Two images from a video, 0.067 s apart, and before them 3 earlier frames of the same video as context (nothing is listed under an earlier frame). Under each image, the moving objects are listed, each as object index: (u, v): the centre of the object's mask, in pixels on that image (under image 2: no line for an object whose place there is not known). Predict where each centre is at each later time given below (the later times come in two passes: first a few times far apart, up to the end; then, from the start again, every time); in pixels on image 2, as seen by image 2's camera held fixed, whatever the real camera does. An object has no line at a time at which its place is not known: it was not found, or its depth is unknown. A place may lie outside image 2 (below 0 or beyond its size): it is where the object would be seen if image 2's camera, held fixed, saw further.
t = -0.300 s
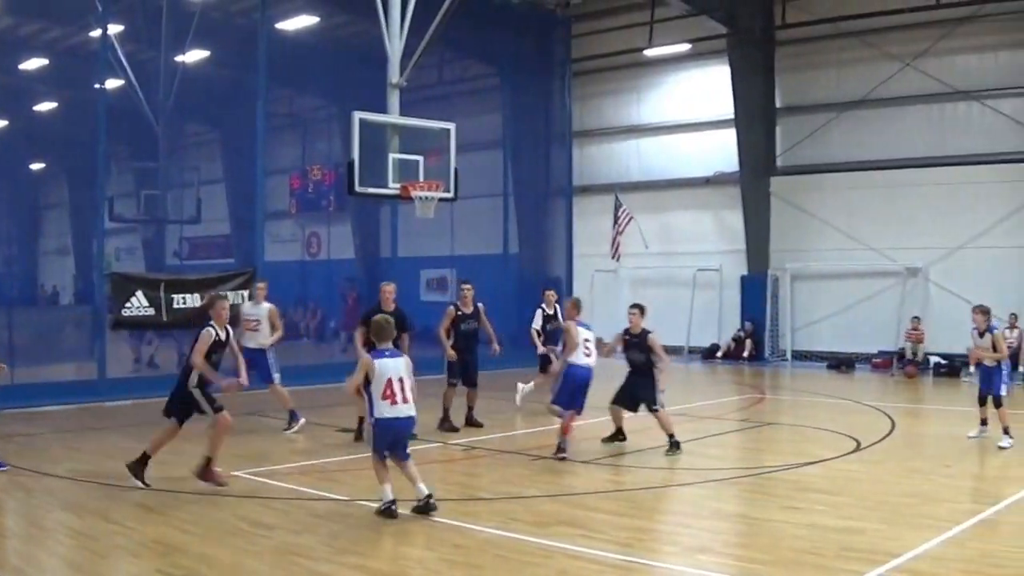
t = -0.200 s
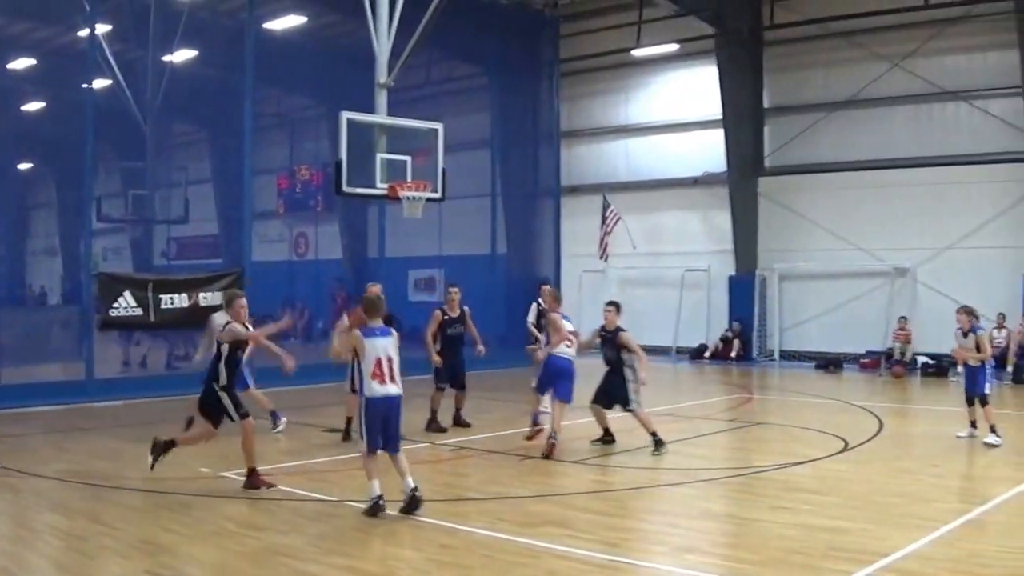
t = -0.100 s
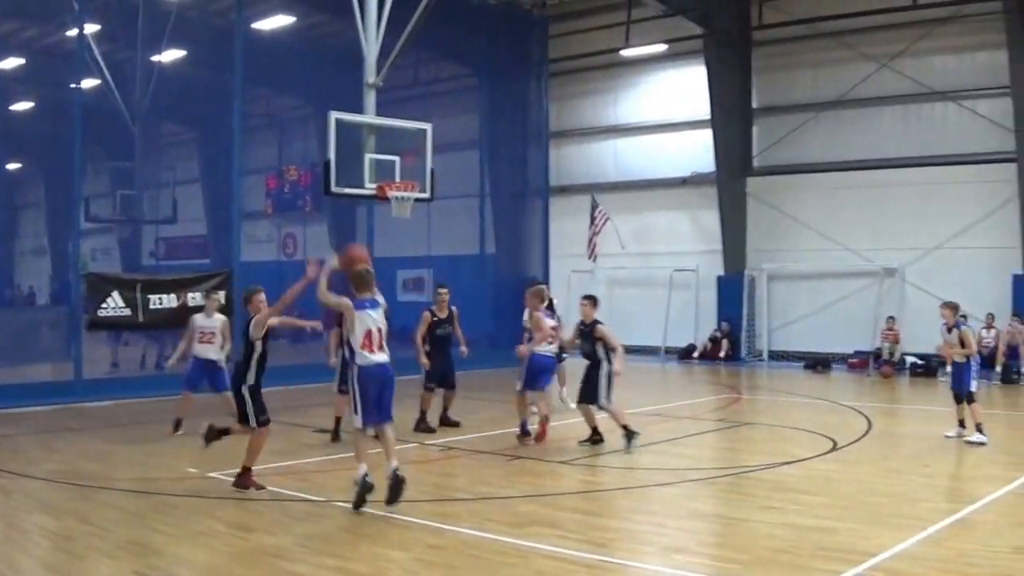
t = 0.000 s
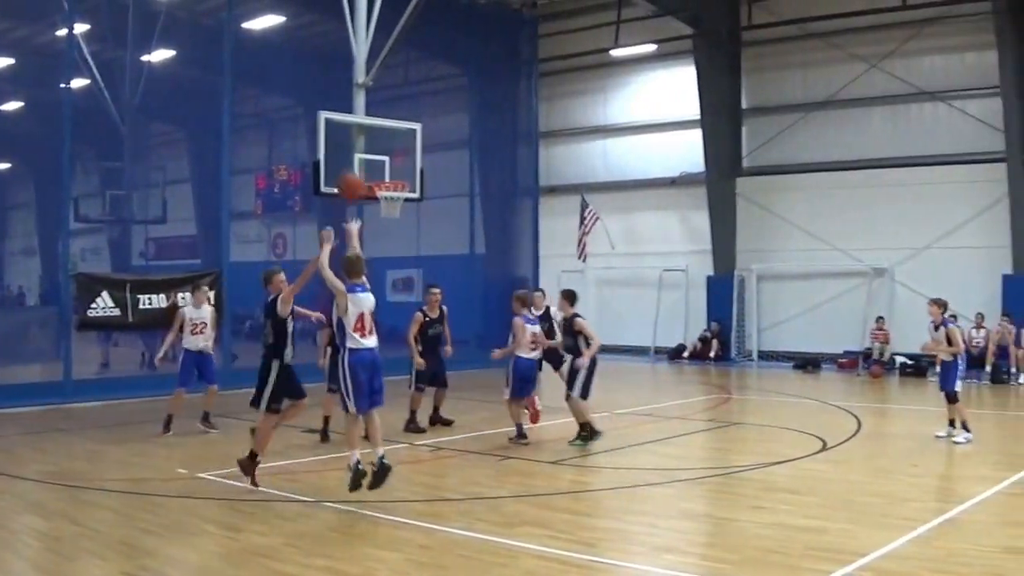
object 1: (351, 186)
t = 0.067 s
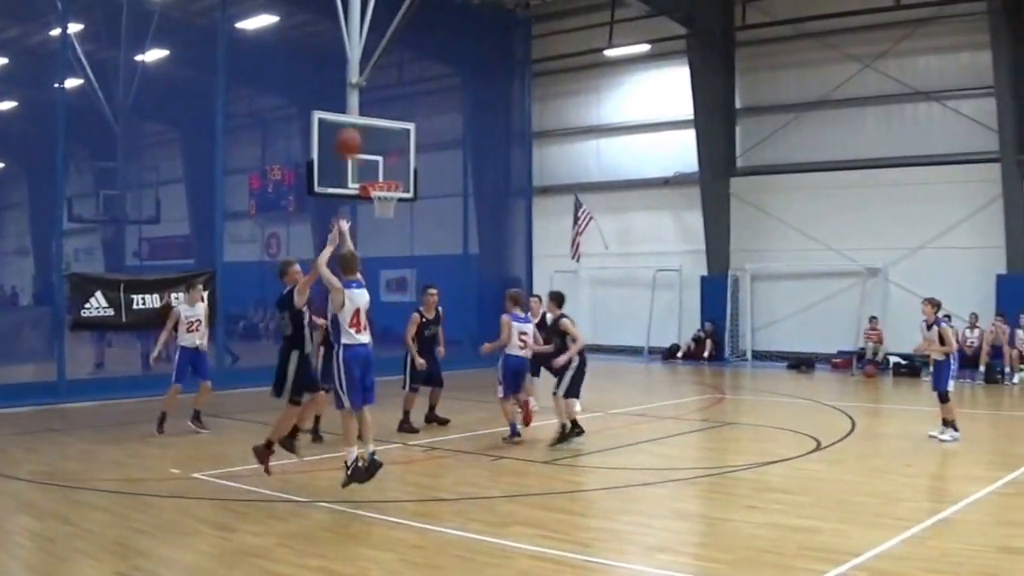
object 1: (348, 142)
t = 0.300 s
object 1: (362, 57)
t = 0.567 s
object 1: (373, 37)
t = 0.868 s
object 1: (385, 84)
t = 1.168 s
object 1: (394, 170)
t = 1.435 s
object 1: (406, 154)
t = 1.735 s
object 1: (424, 182)
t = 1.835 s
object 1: (433, 194)
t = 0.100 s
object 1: (349, 127)
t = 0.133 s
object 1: (353, 109)
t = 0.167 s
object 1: (355, 96)
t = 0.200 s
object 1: (357, 84)
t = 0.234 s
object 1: (359, 74)
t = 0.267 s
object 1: (361, 64)
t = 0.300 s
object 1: (362, 57)
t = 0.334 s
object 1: (364, 51)
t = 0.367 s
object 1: (366, 45)
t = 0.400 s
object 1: (367, 42)
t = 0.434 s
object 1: (369, 39)
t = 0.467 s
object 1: (371, 37)
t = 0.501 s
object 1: (372, 36)
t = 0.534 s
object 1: (372, 36)
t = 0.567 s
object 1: (373, 37)
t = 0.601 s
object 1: (375, 39)
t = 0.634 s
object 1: (376, 42)
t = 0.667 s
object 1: (378, 45)
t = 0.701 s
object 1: (379, 51)
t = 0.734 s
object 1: (380, 56)
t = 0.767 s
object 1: (382, 63)
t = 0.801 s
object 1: (382, 70)
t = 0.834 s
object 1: (383, 77)
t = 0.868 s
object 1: (385, 84)
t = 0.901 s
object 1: (386, 94)
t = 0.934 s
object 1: (387, 104)
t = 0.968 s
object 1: (388, 114)
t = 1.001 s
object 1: (389, 126)
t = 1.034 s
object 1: (389, 138)
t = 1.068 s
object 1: (391, 149)
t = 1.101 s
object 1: (392, 160)
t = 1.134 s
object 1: (392, 172)
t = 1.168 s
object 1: (394, 170)
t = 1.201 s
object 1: (396, 166)
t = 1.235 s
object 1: (396, 161)
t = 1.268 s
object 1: (398, 158)
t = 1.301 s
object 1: (399, 155)
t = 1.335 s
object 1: (401, 154)
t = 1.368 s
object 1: (403, 154)
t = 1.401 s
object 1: (405, 154)
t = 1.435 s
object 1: (406, 154)
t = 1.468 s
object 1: (407, 156)
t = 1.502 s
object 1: (408, 158)
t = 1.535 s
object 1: (410, 161)
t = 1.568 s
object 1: (412, 165)
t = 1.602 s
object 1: (413, 169)
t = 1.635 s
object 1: (414, 175)
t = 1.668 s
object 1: (417, 178)
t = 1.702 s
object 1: (421, 179)
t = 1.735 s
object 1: (424, 182)
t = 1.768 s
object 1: (427, 185)
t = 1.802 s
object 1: (430, 188)
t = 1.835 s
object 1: (433, 194)
